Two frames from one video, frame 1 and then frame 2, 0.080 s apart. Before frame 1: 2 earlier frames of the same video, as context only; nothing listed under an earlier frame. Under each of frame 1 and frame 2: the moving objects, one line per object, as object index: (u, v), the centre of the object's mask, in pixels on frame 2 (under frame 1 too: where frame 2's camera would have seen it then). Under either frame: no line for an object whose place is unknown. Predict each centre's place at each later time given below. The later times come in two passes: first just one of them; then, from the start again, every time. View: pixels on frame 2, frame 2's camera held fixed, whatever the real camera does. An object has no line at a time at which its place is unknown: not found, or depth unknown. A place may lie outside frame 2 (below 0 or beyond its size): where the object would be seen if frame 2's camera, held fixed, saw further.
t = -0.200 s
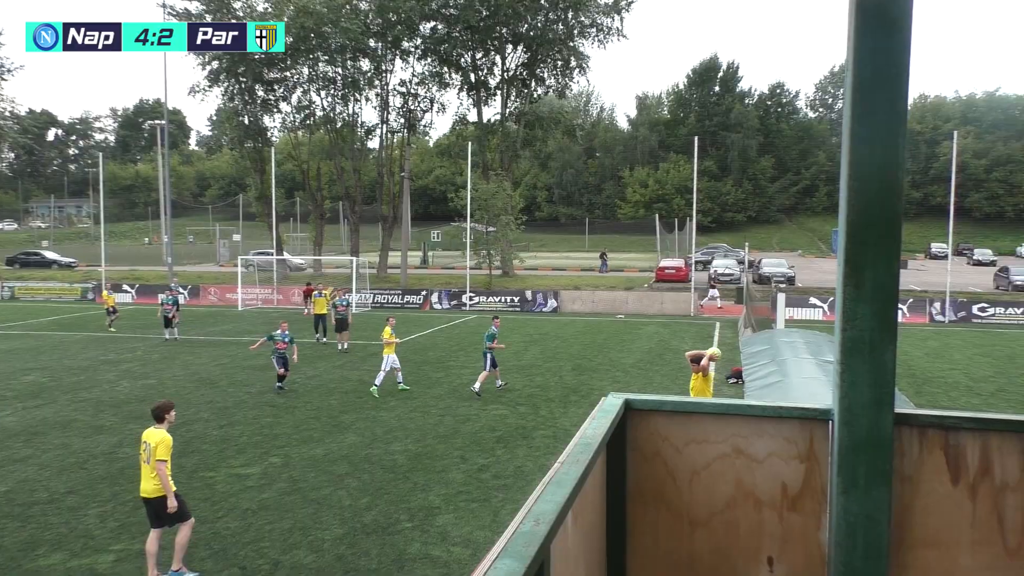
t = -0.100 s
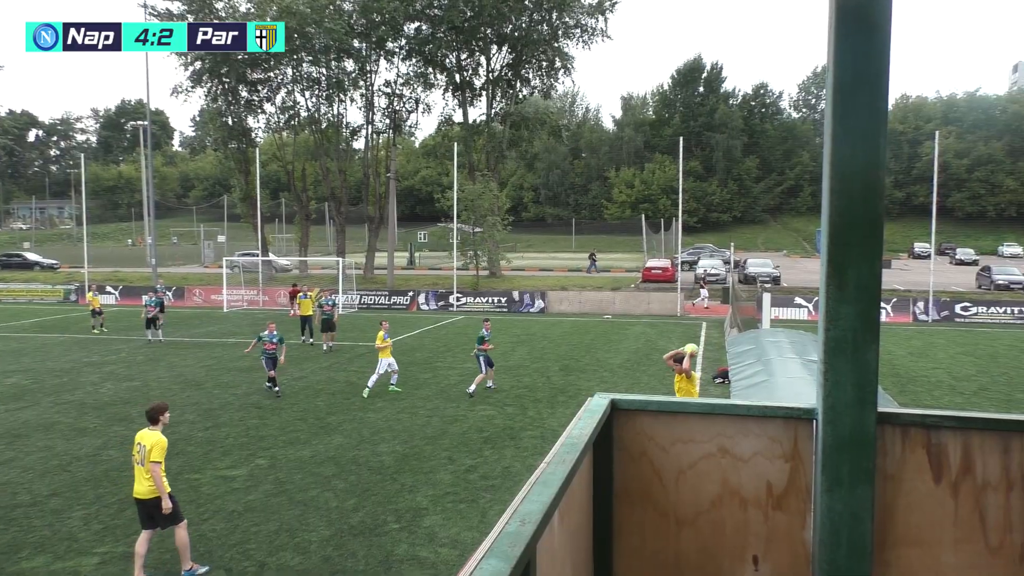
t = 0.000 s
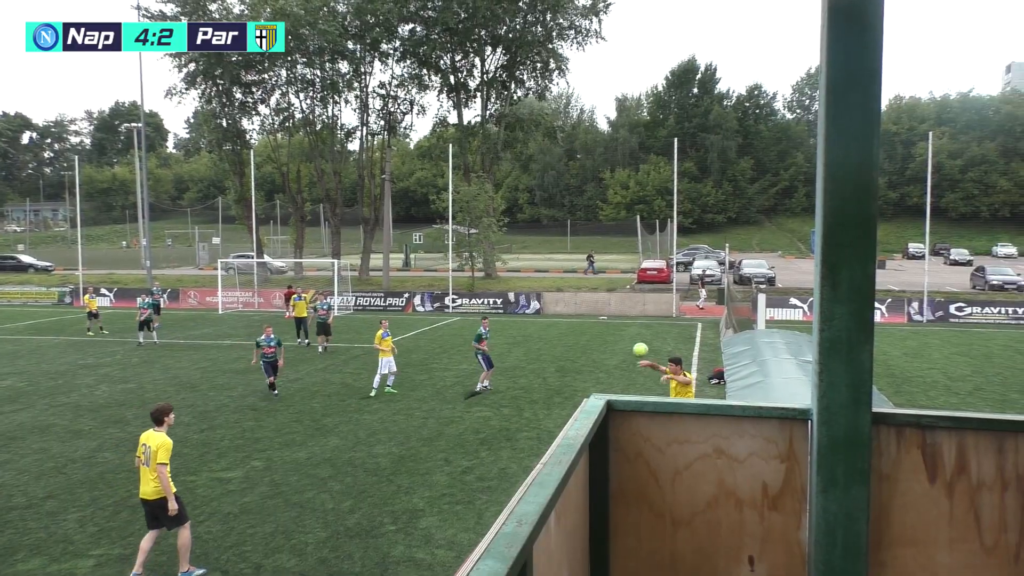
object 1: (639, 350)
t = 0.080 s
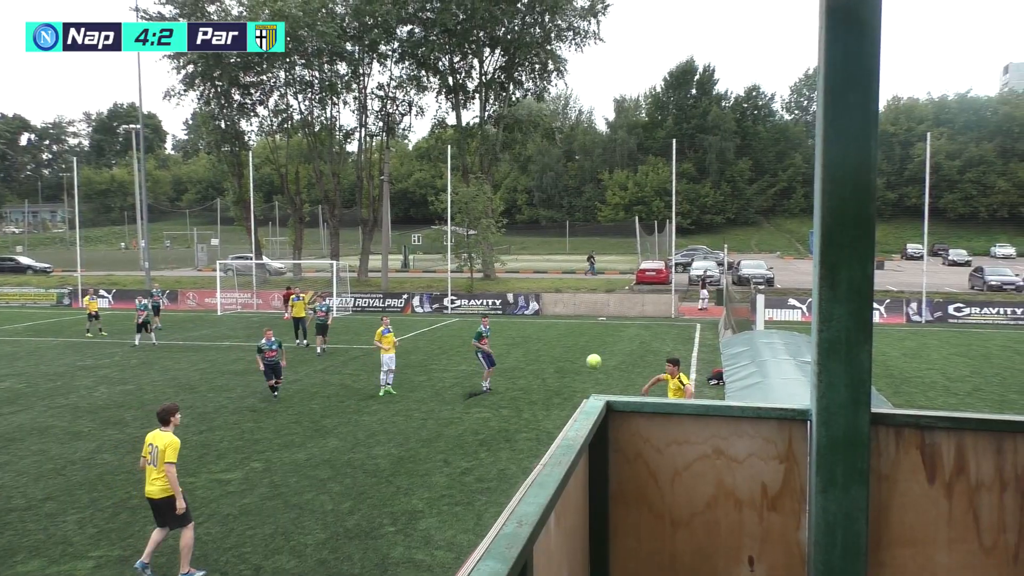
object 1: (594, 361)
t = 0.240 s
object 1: (501, 398)
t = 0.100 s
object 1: (582, 365)
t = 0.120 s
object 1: (570, 368)
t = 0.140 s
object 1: (559, 373)
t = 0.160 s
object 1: (547, 377)
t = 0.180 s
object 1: (536, 382)
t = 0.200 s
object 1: (524, 387)
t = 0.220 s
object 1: (513, 392)
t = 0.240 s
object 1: (501, 398)
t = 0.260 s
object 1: (489, 405)
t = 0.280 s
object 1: (477, 411)
